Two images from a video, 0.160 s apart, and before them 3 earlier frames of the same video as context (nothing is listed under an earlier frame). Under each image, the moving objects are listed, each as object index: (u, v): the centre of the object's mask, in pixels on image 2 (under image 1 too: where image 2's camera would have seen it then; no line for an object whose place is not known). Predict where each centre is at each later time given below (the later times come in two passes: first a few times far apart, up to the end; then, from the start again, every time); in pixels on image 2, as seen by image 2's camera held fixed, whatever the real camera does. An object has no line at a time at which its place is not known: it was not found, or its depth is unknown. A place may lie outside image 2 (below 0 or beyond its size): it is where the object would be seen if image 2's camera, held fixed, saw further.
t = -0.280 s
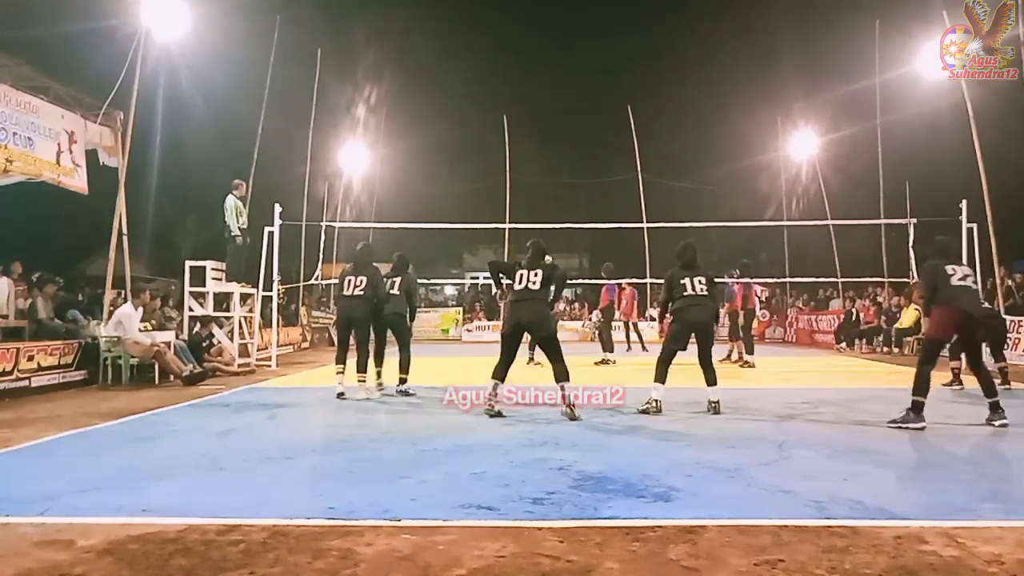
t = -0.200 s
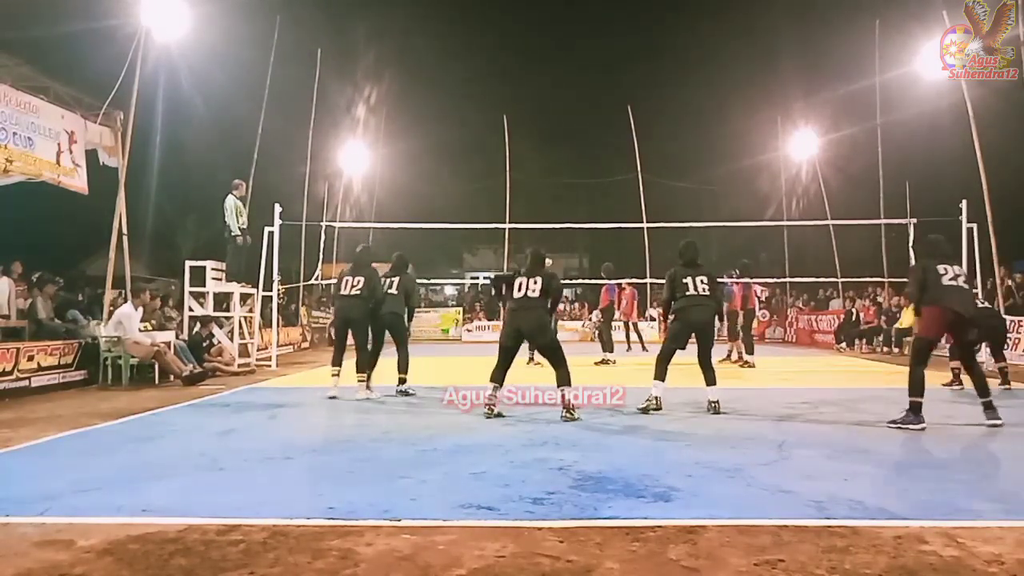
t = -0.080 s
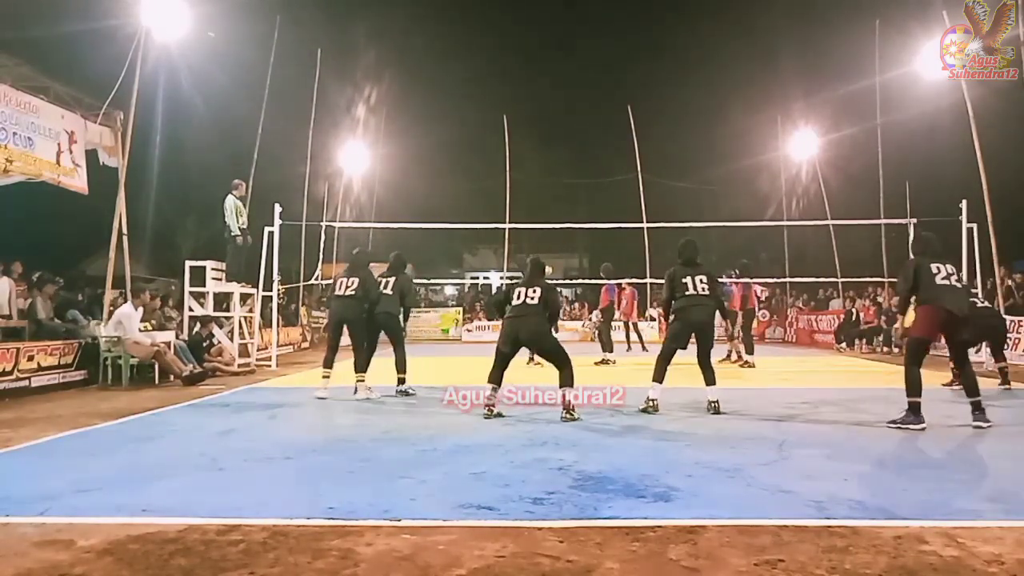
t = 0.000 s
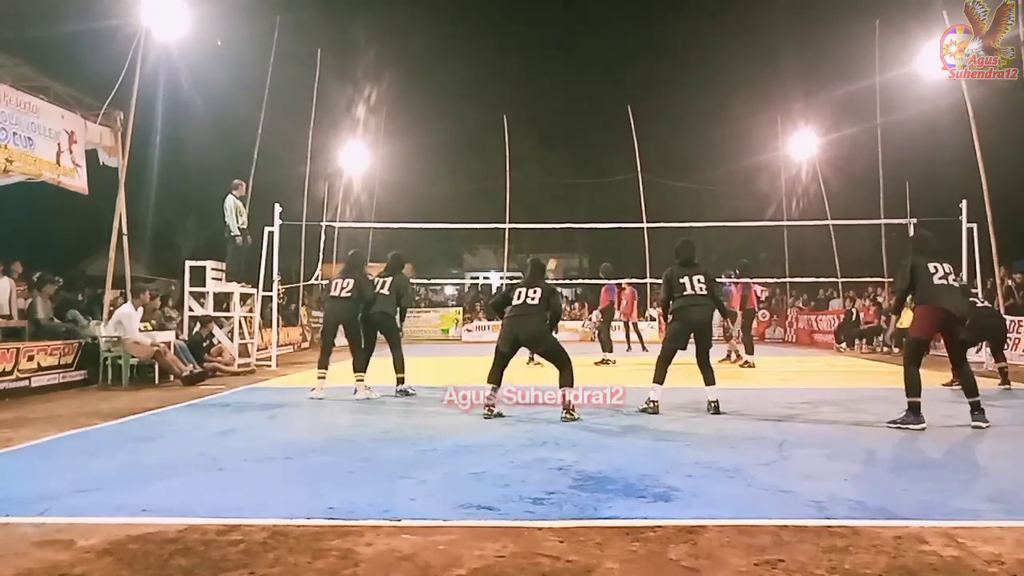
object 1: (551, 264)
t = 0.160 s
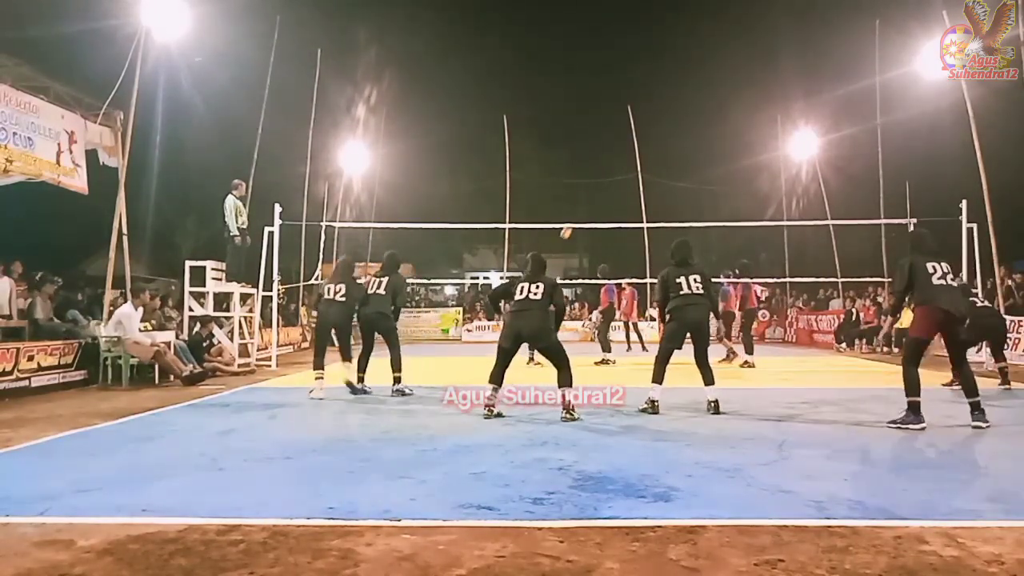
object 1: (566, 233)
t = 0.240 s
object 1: (576, 216)
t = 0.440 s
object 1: (607, 188)
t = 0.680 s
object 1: (669, 177)
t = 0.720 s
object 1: (683, 179)
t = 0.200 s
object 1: (571, 224)
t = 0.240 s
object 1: (576, 216)
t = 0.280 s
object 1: (581, 210)
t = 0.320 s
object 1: (587, 204)
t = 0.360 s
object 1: (593, 198)
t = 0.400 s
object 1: (600, 192)
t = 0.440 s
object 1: (607, 188)
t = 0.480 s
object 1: (616, 184)
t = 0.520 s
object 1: (625, 181)
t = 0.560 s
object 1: (634, 178)
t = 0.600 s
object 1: (645, 177)
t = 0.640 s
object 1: (657, 176)
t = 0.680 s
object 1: (669, 177)
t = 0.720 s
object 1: (683, 179)
